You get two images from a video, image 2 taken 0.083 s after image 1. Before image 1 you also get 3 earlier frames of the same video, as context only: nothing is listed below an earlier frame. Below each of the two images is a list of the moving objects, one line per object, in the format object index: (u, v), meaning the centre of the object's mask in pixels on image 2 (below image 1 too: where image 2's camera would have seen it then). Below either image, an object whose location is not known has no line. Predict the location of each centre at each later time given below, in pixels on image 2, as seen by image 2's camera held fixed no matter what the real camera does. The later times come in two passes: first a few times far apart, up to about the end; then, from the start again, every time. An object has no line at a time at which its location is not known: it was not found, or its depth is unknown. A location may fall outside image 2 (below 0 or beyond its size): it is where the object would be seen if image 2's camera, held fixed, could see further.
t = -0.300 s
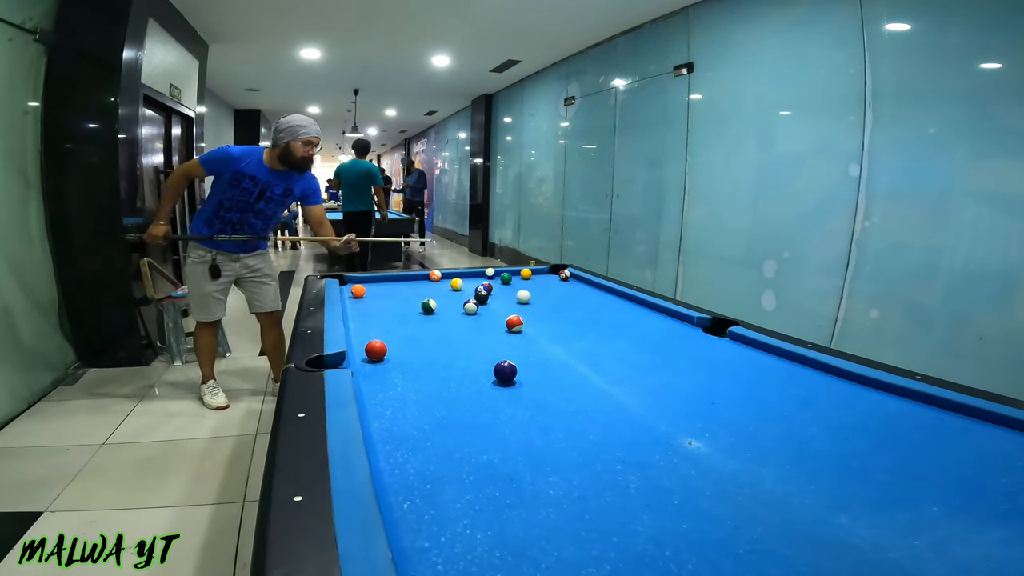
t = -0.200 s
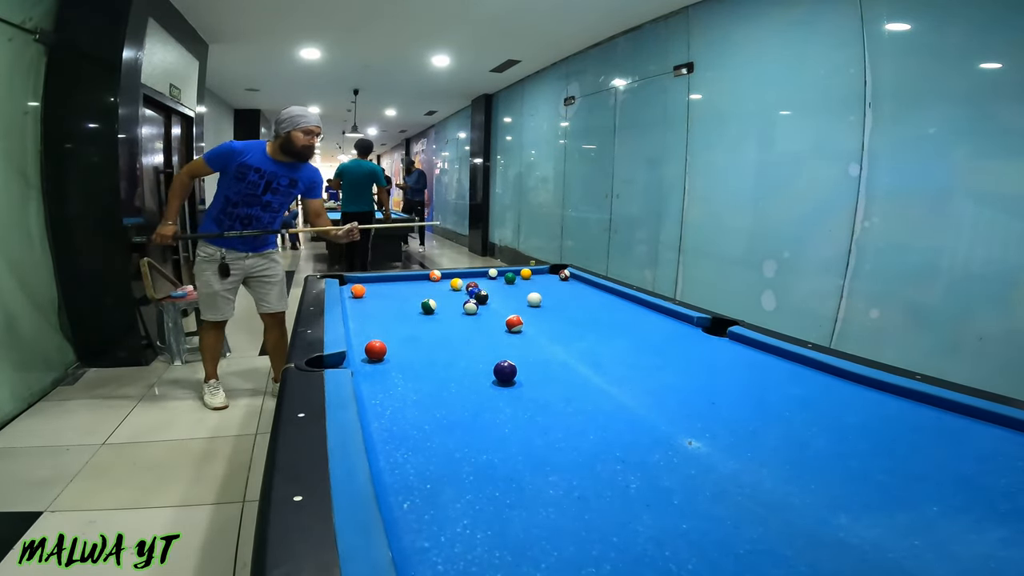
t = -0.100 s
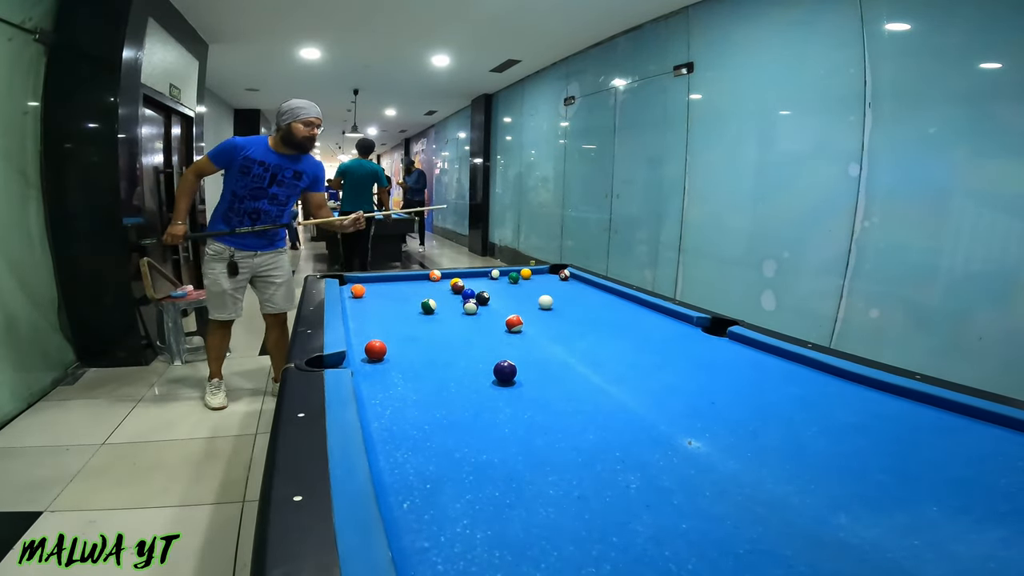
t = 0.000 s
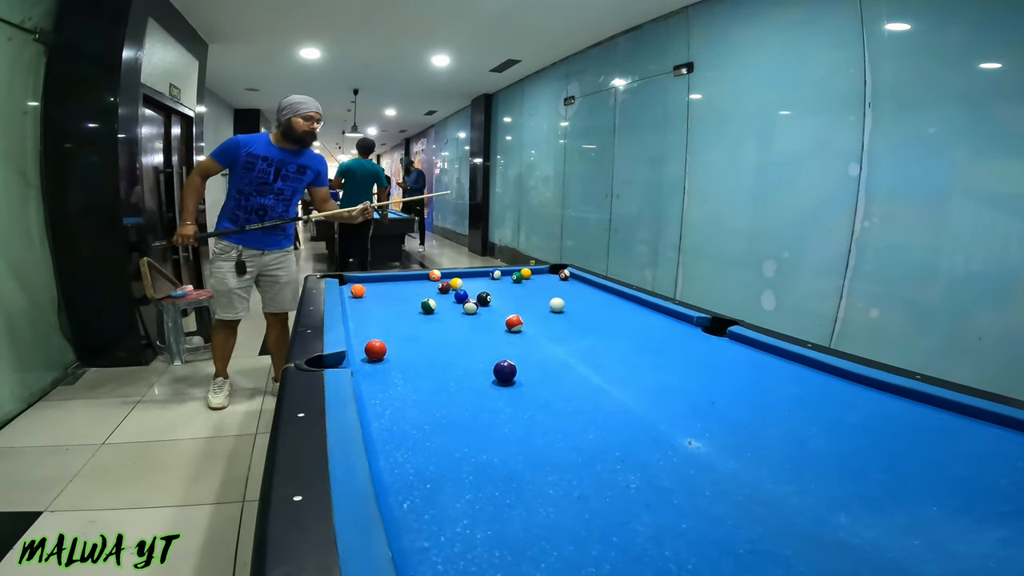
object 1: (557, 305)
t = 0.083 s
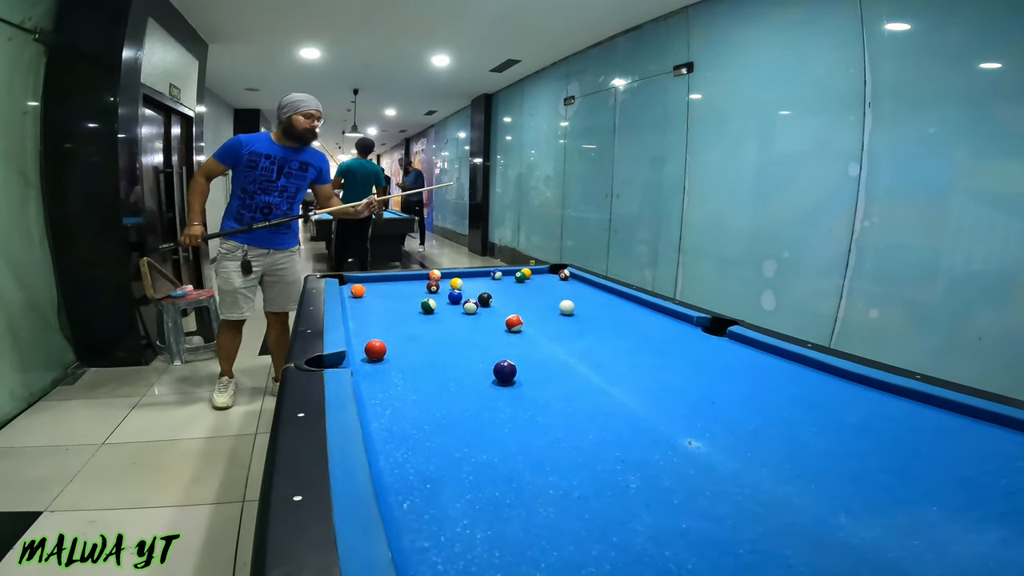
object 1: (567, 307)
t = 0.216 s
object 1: (583, 311)
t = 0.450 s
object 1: (612, 319)
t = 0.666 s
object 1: (641, 326)
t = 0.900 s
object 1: (674, 334)
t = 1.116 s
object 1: (705, 342)
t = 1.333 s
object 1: (739, 349)
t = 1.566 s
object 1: (776, 358)
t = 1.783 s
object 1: (812, 365)
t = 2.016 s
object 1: (837, 374)
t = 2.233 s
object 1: (852, 381)
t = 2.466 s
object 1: (869, 389)
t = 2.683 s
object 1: (883, 396)
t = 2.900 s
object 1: (896, 402)
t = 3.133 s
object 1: (908, 407)
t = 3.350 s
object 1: (917, 412)
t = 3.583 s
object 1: (925, 416)
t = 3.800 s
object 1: (930, 418)
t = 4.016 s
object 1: (933, 420)
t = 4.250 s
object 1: (935, 420)
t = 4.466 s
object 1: (935, 420)
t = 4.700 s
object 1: (935, 420)
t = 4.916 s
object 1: (934, 420)
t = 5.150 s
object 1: (934, 419)
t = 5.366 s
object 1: (935, 421)
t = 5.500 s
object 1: (935, 423)
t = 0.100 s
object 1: (569, 308)
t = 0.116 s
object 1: (571, 308)
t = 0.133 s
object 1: (572, 309)
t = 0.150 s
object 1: (575, 309)
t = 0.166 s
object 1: (576, 310)
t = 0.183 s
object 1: (578, 311)
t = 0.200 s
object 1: (580, 311)
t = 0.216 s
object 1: (583, 311)
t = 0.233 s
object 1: (585, 312)
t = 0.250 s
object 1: (587, 313)
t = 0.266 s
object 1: (588, 313)
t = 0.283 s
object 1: (591, 314)
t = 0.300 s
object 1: (593, 314)
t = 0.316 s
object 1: (595, 315)
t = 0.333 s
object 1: (597, 315)
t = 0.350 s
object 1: (599, 316)
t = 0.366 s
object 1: (601, 316)
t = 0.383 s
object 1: (603, 317)
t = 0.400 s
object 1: (605, 317)
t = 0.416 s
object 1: (608, 318)
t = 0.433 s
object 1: (610, 318)
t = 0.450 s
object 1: (612, 319)
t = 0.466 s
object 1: (614, 319)
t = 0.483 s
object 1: (616, 320)
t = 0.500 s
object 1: (619, 321)
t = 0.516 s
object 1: (621, 321)
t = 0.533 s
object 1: (623, 322)
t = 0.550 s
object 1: (625, 322)
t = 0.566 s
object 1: (627, 323)
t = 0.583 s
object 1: (630, 323)
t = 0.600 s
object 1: (632, 324)
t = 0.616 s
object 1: (634, 325)
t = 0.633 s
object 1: (636, 325)
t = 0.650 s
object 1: (639, 325)
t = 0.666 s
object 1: (641, 326)
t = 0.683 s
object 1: (643, 327)
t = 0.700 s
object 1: (645, 327)
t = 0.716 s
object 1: (648, 328)
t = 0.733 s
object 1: (650, 328)
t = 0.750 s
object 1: (652, 329)
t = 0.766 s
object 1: (655, 330)
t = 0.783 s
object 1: (657, 330)
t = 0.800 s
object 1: (659, 331)
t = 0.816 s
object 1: (662, 331)
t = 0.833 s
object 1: (664, 332)
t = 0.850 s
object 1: (666, 332)
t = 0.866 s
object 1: (669, 333)
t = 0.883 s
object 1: (671, 333)
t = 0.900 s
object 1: (674, 334)
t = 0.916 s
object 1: (676, 335)
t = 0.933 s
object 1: (679, 335)
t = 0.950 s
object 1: (681, 336)
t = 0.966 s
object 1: (683, 336)
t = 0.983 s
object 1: (686, 337)
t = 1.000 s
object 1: (688, 338)
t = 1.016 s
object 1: (691, 338)
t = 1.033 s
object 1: (693, 338)
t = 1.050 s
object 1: (695, 339)
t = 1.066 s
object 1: (698, 340)
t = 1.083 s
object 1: (700, 340)
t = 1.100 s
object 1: (703, 341)
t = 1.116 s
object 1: (705, 342)
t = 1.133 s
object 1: (708, 342)
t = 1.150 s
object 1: (710, 343)
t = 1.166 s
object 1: (713, 343)
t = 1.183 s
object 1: (715, 344)
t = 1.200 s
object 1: (718, 344)
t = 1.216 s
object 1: (721, 345)
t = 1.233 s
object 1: (723, 346)
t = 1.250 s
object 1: (726, 346)
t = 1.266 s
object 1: (728, 347)
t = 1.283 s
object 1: (731, 347)
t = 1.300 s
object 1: (734, 348)
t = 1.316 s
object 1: (736, 348)
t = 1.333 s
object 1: (739, 349)
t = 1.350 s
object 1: (742, 350)
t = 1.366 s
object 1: (744, 351)
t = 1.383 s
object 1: (747, 351)
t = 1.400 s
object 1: (749, 352)
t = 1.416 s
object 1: (752, 352)
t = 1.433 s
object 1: (755, 353)
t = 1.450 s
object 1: (757, 354)
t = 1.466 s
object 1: (760, 354)
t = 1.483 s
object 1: (763, 355)
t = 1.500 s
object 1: (766, 355)
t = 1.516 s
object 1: (768, 356)
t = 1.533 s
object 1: (771, 356)
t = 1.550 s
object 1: (774, 357)
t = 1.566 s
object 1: (776, 358)
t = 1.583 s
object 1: (779, 358)
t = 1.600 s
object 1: (782, 359)
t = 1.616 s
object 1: (785, 359)
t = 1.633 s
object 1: (787, 360)
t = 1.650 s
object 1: (790, 360)
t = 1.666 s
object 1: (793, 361)
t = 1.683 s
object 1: (796, 362)
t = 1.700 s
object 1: (799, 362)
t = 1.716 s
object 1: (801, 363)
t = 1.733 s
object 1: (804, 363)
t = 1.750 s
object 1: (807, 364)
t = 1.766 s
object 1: (810, 365)
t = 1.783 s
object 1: (812, 365)
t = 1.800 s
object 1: (815, 366)
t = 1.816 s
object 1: (818, 366)
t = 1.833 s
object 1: (821, 367)
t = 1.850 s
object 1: (824, 367)
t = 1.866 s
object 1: (825, 368)
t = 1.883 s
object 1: (826, 369)
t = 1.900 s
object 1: (828, 369)
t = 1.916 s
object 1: (829, 370)
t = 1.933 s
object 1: (830, 371)
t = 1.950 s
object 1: (831, 371)
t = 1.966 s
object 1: (833, 372)
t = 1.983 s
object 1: (834, 373)
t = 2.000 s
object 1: (835, 373)
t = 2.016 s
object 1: (837, 374)
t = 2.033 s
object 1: (838, 374)
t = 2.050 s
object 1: (839, 375)
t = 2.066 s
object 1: (840, 376)
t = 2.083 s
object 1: (842, 376)
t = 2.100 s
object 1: (843, 377)
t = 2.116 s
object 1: (844, 377)
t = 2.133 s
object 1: (845, 378)
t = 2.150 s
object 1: (846, 378)
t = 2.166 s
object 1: (848, 379)
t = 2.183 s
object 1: (849, 379)
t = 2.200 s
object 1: (850, 380)
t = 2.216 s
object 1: (851, 381)
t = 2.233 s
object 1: (852, 381)
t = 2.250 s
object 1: (854, 382)
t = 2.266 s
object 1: (855, 383)
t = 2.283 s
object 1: (856, 383)
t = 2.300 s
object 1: (857, 384)
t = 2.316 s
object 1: (858, 384)
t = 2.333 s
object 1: (860, 385)
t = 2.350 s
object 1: (861, 385)
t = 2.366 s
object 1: (862, 385)
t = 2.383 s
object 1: (863, 386)
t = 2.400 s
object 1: (864, 387)
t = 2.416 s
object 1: (865, 387)
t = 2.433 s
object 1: (866, 388)
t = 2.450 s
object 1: (868, 388)
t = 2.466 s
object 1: (869, 389)
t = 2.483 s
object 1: (870, 390)
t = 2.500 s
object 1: (871, 390)
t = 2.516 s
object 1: (872, 390)
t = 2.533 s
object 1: (873, 391)
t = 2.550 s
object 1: (874, 391)
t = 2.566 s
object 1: (876, 392)
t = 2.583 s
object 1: (876, 392)
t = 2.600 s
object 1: (877, 393)
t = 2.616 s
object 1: (879, 394)
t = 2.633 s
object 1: (880, 394)
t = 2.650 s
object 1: (881, 395)
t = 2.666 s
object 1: (882, 395)
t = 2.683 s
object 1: (883, 396)
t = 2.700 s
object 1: (884, 396)
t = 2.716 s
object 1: (885, 396)
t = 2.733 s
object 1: (886, 397)
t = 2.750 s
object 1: (887, 397)
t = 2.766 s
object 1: (888, 398)
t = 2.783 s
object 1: (889, 398)
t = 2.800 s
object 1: (890, 399)
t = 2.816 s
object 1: (891, 399)
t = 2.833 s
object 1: (892, 400)
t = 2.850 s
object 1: (893, 400)
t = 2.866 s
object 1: (894, 401)
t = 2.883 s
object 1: (895, 401)
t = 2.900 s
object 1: (896, 402)
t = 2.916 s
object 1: (897, 402)
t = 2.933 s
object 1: (898, 402)
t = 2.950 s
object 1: (899, 403)
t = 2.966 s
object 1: (900, 403)
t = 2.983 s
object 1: (901, 404)
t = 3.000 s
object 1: (901, 404)
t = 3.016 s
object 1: (902, 404)
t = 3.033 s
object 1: (903, 405)
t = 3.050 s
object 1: (904, 406)
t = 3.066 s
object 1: (905, 406)
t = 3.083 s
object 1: (905, 406)
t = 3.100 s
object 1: (906, 406)
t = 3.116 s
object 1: (907, 407)
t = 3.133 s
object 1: (908, 407)
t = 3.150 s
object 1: (909, 408)
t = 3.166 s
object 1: (909, 408)
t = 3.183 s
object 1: (910, 408)
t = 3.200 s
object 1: (911, 409)
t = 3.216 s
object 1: (912, 410)
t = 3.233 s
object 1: (912, 409)
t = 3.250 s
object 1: (913, 410)
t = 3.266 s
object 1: (913, 410)
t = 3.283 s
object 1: (914, 411)
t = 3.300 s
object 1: (915, 411)
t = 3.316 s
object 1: (916, 411)
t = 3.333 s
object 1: (916, 411)
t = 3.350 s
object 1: (917, 412)
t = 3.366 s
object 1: (918, 412)
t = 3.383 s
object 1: (918, 412)
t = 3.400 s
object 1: (919, 413)
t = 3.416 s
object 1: (919, 413)
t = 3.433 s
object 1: (920, 413)
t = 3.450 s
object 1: (921, 413)
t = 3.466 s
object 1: (921, 414)
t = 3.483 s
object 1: (922, 414)
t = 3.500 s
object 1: (922, 415)
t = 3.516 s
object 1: (923, 415)
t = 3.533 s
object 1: (923, 415)
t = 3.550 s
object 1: (924, 415)
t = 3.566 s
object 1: (924, 416)
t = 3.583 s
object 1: (925, 416)
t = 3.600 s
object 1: (925, 416)
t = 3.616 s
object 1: (925, 416)
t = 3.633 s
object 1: (926, 417)
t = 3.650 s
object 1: (926, 417)
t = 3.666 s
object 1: (927, 417)
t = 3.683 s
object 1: (927, 417)
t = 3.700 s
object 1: (928, 417)
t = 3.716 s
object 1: (928, 418)
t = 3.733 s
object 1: (928, 417)
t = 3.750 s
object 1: (929, 418)
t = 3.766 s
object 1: (929, 418)
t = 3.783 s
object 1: (930, 418)
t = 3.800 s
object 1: (930, 418)
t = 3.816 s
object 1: (930, 418)
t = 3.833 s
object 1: (931, 418)
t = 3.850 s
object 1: (931, 419)
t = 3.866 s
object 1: (931, 419)
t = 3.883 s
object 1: (931, 419)
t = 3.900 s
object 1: (932, 419)
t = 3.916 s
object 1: (932, 419)
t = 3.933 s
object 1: (932, 419)
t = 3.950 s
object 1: (933, 420)
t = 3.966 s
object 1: (933, 419)
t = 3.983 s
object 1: (933, 420)
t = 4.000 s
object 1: (933, 420)
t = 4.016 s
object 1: (933, 420)
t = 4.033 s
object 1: (934, 420)
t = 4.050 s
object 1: (934, 420)
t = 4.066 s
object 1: (934, 420)
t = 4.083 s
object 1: (934, 420)
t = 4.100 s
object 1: (934, 420)
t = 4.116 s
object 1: (934, 420)
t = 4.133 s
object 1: (935, 420)
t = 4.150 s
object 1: (935, 420)
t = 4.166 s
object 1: (935, 420)
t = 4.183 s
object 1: (935, 420)
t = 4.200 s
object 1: (935, 420)
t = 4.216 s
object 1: (935, 420)
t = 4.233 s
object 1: (935, 420)
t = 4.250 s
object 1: (935, 420)
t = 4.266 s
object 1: (935, 420)
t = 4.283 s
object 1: (935, 420)
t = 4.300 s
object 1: (935, 420)
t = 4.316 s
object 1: (935, 420)
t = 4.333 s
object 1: (935, 420)
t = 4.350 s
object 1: (935, 420)
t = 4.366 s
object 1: (935, 420)
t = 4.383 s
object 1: (935, 420)
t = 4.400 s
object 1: (935, 420)
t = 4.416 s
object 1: (935, 420)
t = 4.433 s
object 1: (935, 420)
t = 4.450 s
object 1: (935, 420)
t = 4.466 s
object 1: (935, 420)
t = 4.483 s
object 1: (935, 420)
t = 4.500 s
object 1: (935, 420)
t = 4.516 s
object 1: (935, 420)
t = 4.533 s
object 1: (935, 420)
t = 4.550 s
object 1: (935, 420)
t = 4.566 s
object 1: (935, 420)
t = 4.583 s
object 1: (935, 420)
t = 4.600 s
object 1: (935, 420)
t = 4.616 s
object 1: (935, 420)
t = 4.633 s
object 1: (935, 420)
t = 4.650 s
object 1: (935, 420)
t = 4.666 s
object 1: (935, 420)
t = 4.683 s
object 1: (935, 420)
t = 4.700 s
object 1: (935, 420)
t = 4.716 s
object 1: (935, 420)
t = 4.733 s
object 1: (935, 420)
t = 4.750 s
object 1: (935, 420)
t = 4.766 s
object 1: (935, 420)
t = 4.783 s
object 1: (935, 420)
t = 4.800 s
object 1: (935, 420)
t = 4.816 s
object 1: (935, 420)
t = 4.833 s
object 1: (935, 420)
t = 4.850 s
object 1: (934, 420)
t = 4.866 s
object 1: (935, 420)
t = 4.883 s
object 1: (935, 420)
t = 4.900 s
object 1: (934, 420)
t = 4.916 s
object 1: (934, 420)
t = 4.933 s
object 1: (934, 420)
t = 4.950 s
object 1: (934, 420)
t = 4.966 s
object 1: (935, 420)
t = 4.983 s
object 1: (934, 420)
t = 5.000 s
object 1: (934, 420)
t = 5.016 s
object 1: (934, 420)
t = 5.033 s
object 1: (934, 419)
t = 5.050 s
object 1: (934, 420)
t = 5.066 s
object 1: (935, 420)
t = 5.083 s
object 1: (934, 420)
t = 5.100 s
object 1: (935, 420)
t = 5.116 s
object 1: (935, 419)
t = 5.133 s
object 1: (934, 419)
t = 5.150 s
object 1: (934, 419)
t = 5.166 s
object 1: (934, 419)
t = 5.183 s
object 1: (934, 419)
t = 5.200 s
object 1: (934, 420)
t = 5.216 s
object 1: (934, 419)
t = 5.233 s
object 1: (934, 419)
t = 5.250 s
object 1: (933, 419)
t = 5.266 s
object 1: (933, 419)
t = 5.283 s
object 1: (934, 419)
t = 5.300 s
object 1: (934, 420)
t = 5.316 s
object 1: (934, 420)
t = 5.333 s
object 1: (934, 420)
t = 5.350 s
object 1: (934, 420)
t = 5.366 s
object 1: (935, 421)
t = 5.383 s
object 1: (935, 421)
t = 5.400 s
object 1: (935, 421)
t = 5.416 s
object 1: (935, 421)
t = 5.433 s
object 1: (935, 422)
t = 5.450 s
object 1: (935, 422)
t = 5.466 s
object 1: (935, 422)
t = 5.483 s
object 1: (935, 422)
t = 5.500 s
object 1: (935, 423)
